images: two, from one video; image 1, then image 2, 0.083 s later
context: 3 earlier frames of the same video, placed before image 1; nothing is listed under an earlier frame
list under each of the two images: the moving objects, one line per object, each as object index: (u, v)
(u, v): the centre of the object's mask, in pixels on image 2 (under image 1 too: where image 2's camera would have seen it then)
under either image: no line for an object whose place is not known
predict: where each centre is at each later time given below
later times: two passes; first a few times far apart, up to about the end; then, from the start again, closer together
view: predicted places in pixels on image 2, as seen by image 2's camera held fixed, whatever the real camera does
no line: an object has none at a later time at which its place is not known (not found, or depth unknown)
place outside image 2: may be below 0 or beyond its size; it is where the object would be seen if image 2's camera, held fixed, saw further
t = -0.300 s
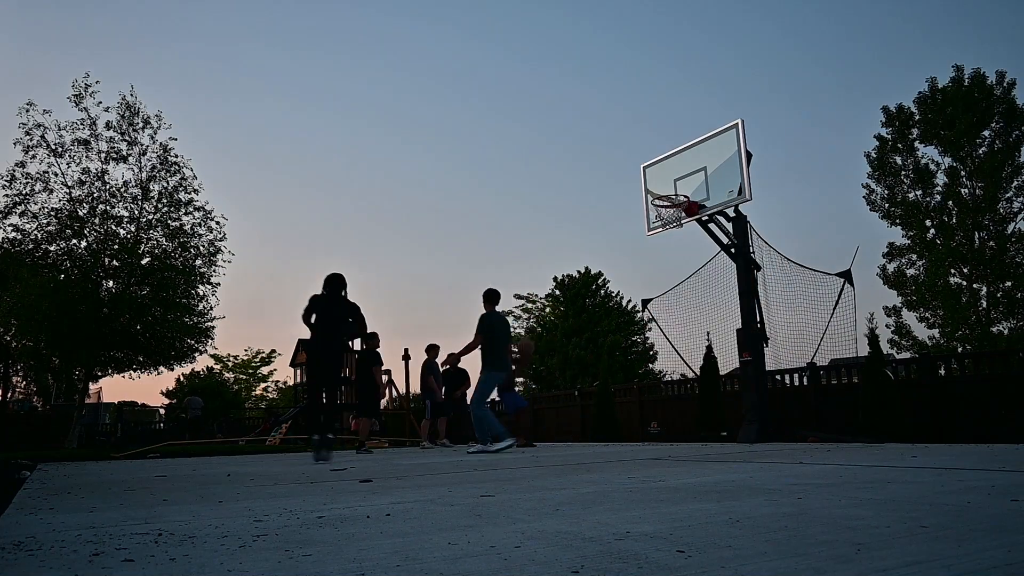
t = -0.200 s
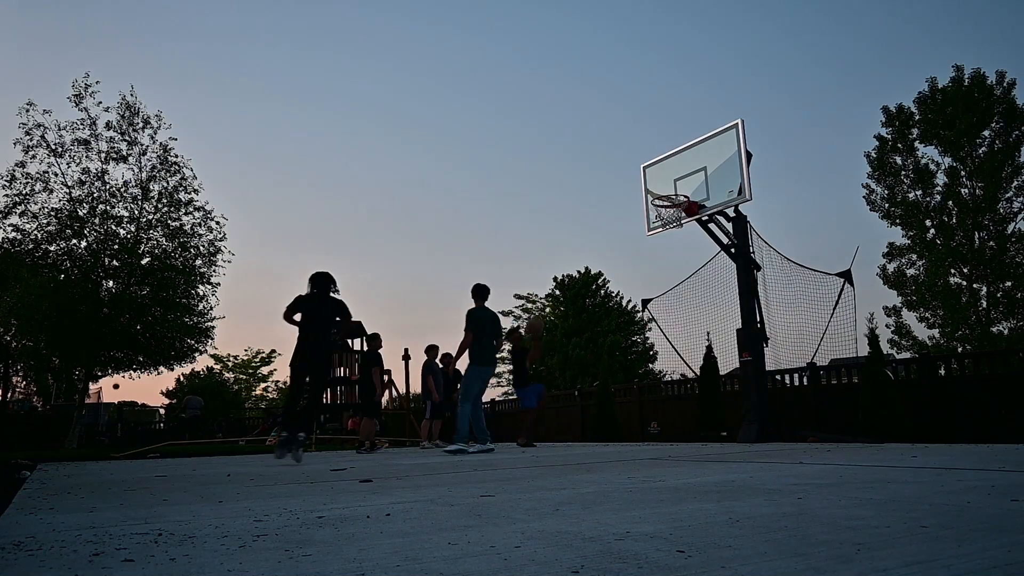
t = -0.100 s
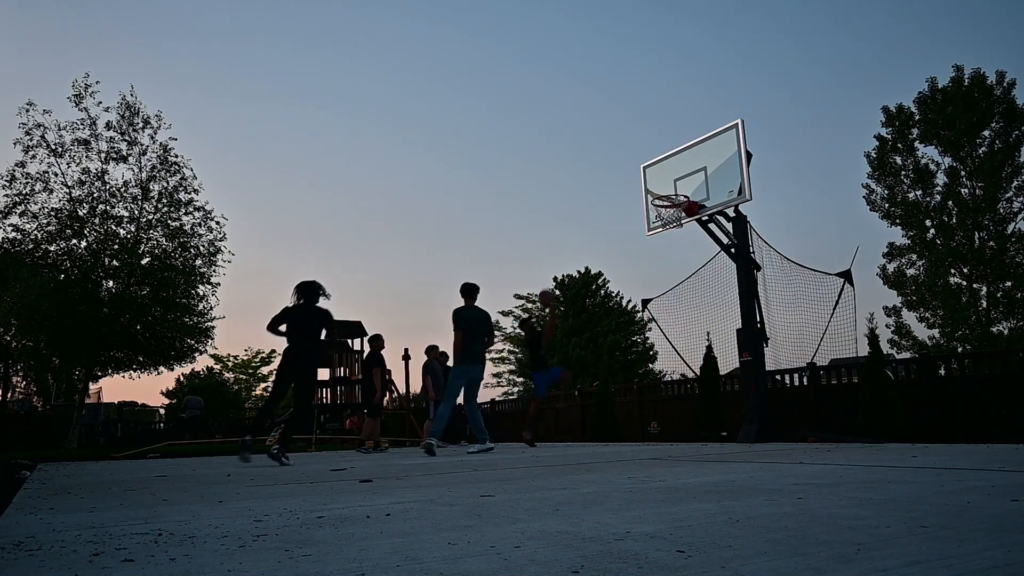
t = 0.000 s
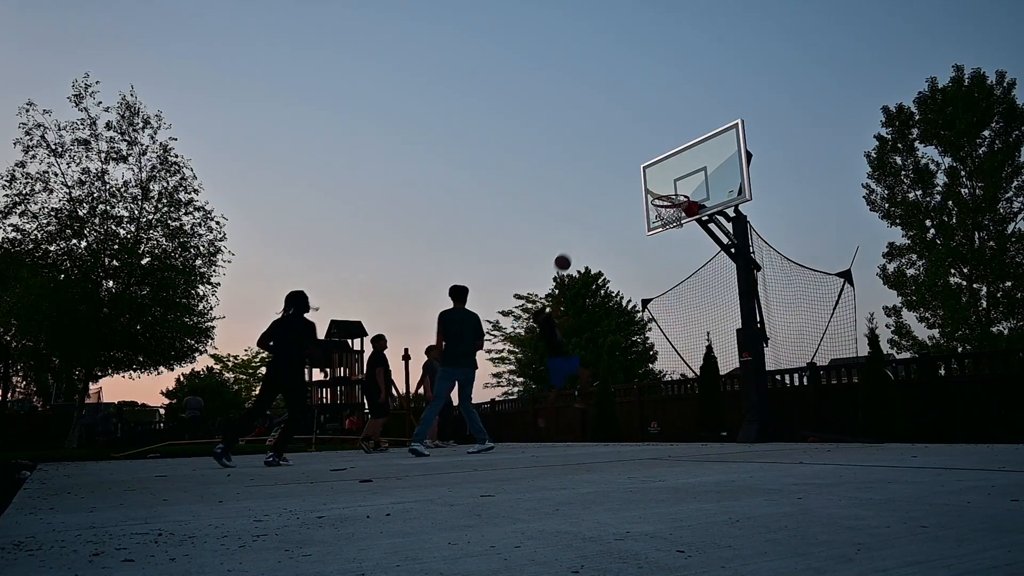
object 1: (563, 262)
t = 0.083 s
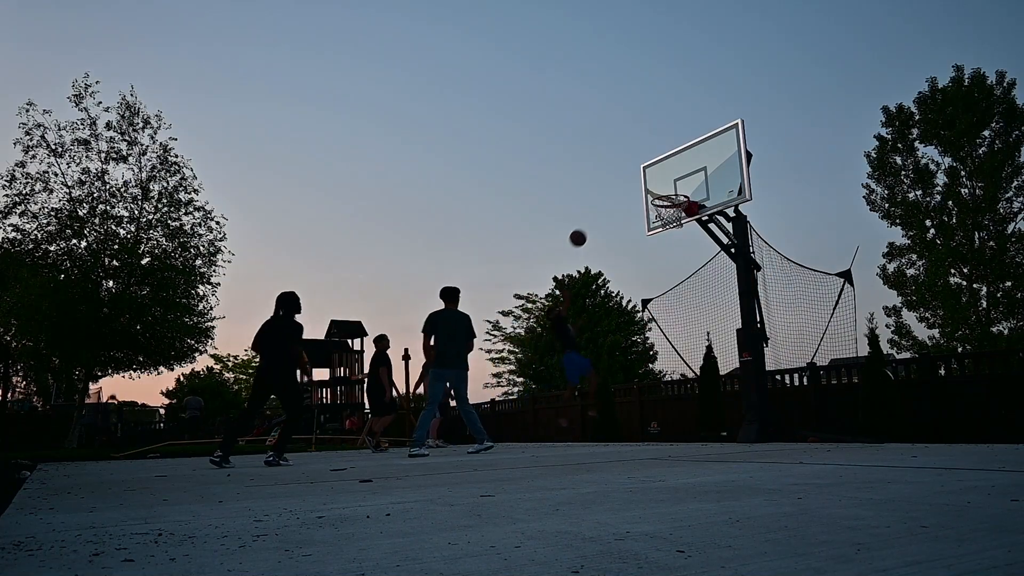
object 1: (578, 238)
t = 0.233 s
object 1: (606, 205)
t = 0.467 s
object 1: (653, 185)
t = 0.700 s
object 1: (668, 197)
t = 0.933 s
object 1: (668, 226)
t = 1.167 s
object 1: (670, 271)
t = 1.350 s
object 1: (673, 338)
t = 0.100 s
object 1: (581, 233)
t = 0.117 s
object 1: (584, 229)
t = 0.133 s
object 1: (587, 225)
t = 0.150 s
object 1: (590, 222)
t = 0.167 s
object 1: (593, 218)
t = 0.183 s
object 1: (597, 215)
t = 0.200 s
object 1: (600, 211)
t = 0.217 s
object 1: (603, 208)
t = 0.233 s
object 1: (606, 205)
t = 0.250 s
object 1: (610, 203)
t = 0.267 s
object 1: (613, 200)
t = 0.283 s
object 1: (616, 198)
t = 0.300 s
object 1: (619, 196)
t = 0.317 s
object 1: (623, 194)
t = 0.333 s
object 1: (626, 192)
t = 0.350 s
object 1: (629, 191)
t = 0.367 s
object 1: (633, 189)
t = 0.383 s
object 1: (636, 188)
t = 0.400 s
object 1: (640, 187)
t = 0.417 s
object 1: (643, 186)
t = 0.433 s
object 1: (646, 186)
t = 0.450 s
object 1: (650, 185)
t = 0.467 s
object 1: (653, 185)
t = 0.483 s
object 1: (657, 185)
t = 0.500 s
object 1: (661, 185)
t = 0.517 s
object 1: (664, 185)
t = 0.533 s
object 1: (667, 186)
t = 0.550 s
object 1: (668, 186)
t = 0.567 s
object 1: (667, 186)
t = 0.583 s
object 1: (668, 187)
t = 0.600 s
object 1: (668, 188)
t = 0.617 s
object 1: (667, 189)
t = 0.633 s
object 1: (668, 190)
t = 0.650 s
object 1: (668, 191)
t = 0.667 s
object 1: (668, 192)
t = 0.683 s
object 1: (668, 195)
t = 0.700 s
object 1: (668, 197)
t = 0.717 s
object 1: (668, 199)
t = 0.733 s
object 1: (667, 202)
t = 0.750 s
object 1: (668, 205)
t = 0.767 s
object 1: (668, 208)
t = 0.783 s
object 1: (669, 211)
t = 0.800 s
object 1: (669, 215)
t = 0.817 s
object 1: (669, 217)
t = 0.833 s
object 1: (669, 219)
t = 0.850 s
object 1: (669, 219)
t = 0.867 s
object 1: (669, 220)
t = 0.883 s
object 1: (668, 221)
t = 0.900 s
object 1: (668, 223)
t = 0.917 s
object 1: (668, 224)
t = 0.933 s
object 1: (668, 226)
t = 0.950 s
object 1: (668, 228)
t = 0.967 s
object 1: (669, 230)
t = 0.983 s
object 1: (668, 232)
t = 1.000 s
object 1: (669, 235)
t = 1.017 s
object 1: (669, 238)
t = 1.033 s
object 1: (669, 240)
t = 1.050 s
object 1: (669, 243)
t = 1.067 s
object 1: (669, 246)
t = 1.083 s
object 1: (669, 250)
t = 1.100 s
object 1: (669, 254)
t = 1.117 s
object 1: (669, 258)
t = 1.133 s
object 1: (670, 262)
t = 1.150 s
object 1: (670, 266)
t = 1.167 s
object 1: (670, 271)
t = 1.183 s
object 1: (670, 276)
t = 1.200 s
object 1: (670, 281)
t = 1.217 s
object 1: (671, 286)
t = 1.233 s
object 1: (671, 292)
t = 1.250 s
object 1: (671, 298)
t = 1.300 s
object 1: (672, 317)
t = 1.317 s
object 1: (673, 323)
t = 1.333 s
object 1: (673, 331)
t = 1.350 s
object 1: (673, 338)
